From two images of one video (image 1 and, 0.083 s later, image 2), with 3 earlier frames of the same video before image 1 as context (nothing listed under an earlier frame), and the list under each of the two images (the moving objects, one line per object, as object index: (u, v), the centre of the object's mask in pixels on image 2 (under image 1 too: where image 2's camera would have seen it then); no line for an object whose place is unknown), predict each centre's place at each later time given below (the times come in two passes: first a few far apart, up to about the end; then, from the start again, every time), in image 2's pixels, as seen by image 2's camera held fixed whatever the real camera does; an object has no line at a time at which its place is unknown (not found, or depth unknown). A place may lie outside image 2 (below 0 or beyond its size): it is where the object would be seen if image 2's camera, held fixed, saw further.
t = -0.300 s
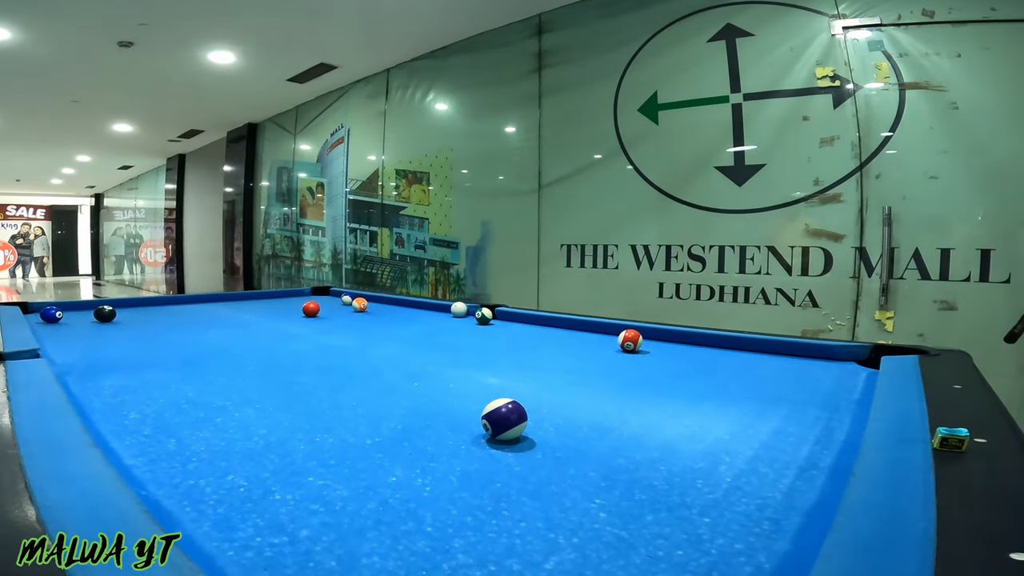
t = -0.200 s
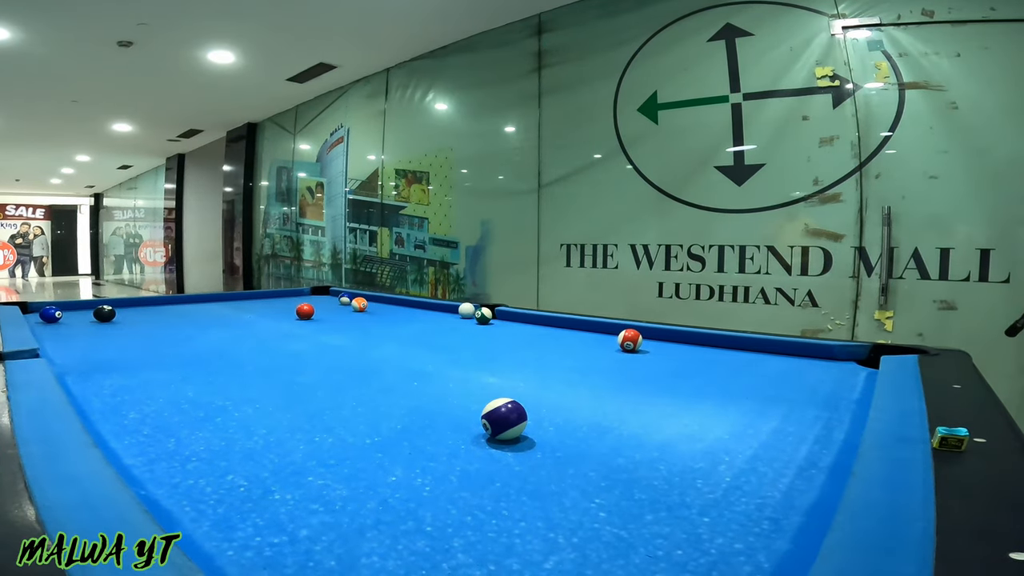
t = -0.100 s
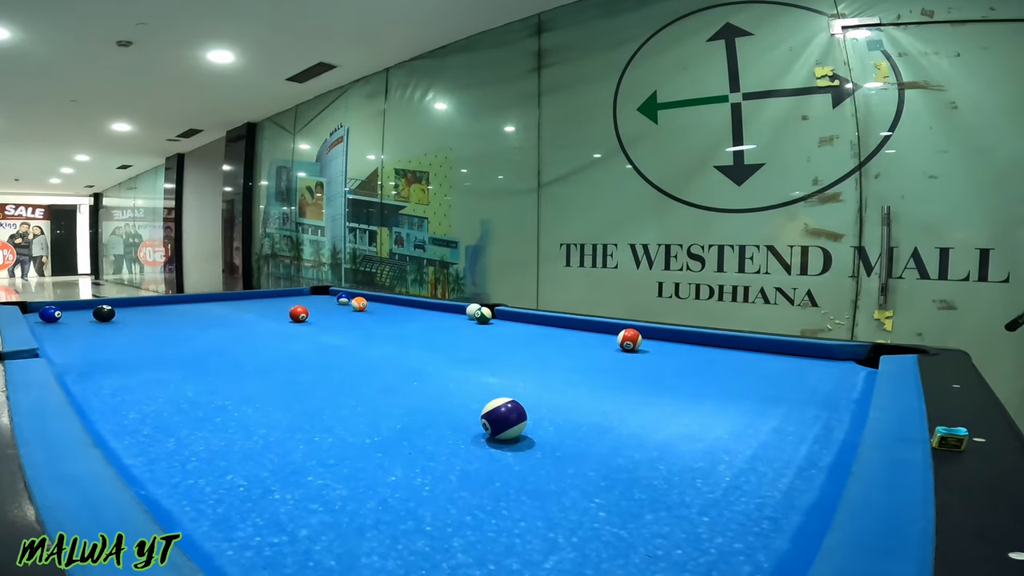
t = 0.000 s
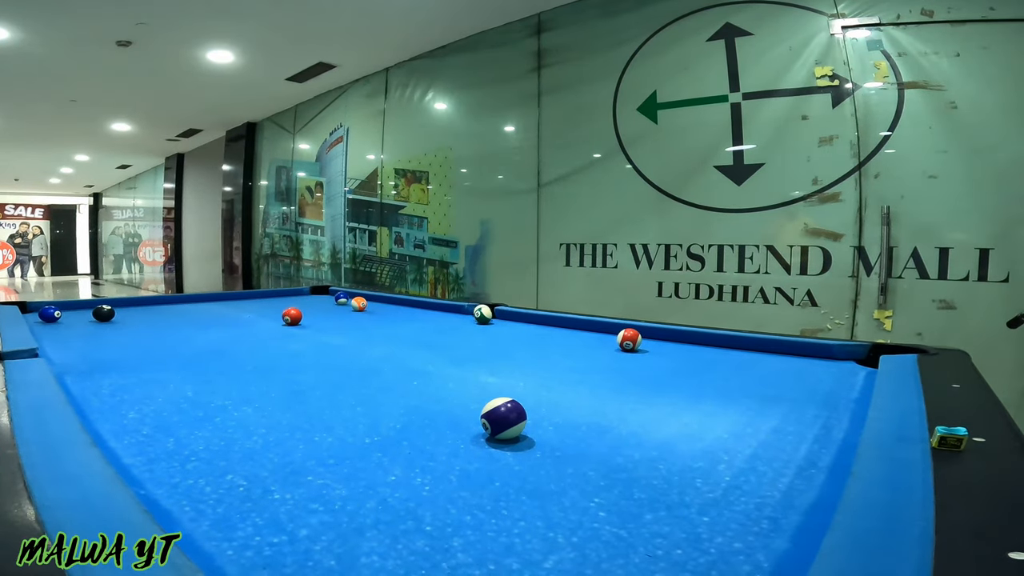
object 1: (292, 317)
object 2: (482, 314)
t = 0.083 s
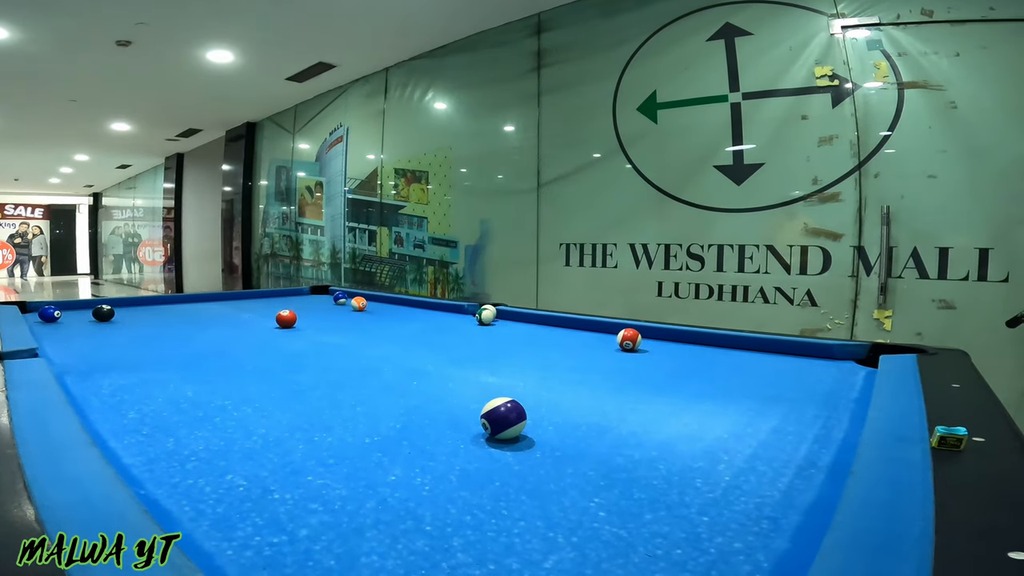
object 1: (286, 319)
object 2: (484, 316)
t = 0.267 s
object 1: (272, 325)
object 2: (487, 318)
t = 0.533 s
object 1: (248, 335)
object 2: (493, 322)
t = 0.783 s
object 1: (220, 347)
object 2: (497, 324)
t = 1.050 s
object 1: (183, 363)
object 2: (502, 327)
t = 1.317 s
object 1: (134, 382)
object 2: (507, 330)
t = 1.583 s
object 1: (100, 401)
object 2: (510, 332)
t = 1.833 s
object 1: (133, 406)
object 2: (513, 333)
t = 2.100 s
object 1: (168, 412)
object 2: (515, 334)
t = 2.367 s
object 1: (201, 416)
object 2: (515, 335)
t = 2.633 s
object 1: (230, 420)
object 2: (514, 335)
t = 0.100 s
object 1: (284, 320)
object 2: (485, 317)
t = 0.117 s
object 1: (284, 320)
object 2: (485, 317)
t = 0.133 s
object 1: (282, 321)
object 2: (485, 317)
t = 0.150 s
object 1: (281, 321)
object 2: (485, 317)
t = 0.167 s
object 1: (280, 322)
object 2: (486, 317)
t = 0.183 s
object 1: (278, 322)
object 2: (486, 317)
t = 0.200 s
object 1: (277, 323)
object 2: (486, 318)
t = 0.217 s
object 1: (276, 324)
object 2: (486, 318)
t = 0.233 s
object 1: (275, 324)
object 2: (487, 318)
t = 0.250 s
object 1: (273, 325)
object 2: (487, 318)
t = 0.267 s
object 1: (272, 325)
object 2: (487, 318)
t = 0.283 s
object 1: (271, 326)
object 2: (488, 319)
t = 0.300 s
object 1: (269, 326)
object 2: (488, 319)
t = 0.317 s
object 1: (268, 327)
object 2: (488, 319)
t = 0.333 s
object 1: (266, 328)
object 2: (489, 319)
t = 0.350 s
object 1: (265, 328)
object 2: (489, 319)
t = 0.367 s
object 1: (264, 329)
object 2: (489, 320)
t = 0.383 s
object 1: (262, 329)
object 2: (490, 320)
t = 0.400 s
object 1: (261, 330)
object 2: (490, 320)
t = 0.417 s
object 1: (259, 331)
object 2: (490, 320)
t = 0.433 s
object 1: (258, 331)
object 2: (490, 320)
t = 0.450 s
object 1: (256, 332)
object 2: (491, 321)
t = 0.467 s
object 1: (255, 332)
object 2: (491, 321)
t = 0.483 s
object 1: (253, 333)
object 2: (492, 321)
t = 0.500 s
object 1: (252, 334)
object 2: (492, 321)
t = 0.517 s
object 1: (250, 335)
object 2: (492, 321)
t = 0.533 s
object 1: (248, 335)
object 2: (493, 322)
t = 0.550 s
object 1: (247, 336)
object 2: (493, 322)
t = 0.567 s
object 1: (245, 337)
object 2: (493, 322)
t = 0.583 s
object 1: (243, 337)
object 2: (494, 322)
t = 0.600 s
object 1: (242, 338)
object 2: (494, 322)
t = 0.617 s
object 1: (240, 339)
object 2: (494, 323)
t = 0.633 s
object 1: (238, 340)
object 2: (495, 323)
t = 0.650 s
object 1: (236, 341)
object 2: (495, 323)
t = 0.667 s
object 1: (234, 341)
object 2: (495, 323)
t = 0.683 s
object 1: (232, 342)
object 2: (496, 323)
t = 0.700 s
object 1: (230, 343)
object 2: (496, 323)
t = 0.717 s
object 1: (228, 344)
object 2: (496, 323)
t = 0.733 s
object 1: (226, 345)
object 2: (497, 324)
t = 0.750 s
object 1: (225, 345)
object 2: (497, 324)
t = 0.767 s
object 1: (222, 346)
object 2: (497, 324)
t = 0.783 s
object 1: (220, 347)
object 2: (497, 324)
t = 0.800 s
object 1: (218, 348)
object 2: (498, 325)
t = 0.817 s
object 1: (216, 349)
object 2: (498, 325)
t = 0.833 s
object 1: (214, 350)
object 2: (498, 325)
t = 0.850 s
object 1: (212, 350)
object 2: (499, 325)
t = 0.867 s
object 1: (210, 352)
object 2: (499, 325)
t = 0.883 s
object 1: (207, 353)
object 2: (499, 326)
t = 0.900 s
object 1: (205, 354)
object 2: (500, 326)
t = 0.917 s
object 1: (203, 355)
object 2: (500, 326)
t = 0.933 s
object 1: (200, 355)
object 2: (500, 326)
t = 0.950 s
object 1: (198, 357)
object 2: (501, 326)
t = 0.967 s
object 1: (195, 357)
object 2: (501, 326)
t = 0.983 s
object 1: (193, 358)
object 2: (501, 326)
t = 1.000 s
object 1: (191, 359)
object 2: (501, 327)
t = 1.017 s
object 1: (188, 361)
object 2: (502, 327)
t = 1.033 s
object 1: (185, 361)
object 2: (502, 327)
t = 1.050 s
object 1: (183, 363)
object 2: (502, 327)
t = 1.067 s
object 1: (180, 364)
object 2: (503, 327)
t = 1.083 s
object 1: (178, 365)
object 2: (503, 328)
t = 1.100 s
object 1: (175, 366)
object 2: (503, 328)
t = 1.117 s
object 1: (172, 367)
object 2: (504, 328)
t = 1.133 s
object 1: (169, 368)
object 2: (504, 328)
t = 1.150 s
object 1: (166, 369)
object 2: (504, 328)
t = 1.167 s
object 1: (163, 370)
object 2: (504, 328)
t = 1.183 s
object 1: (160, 372)
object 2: (504, 329)
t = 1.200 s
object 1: (157, 373)
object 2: (505, 329)
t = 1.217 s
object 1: (154, 374)
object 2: (505, 329)
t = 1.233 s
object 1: (151, 376)
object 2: (505, 329)
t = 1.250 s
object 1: (148, 377)
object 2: (506, 329)
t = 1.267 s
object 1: (144, 378)
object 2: (506, 329)
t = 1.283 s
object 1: (141, 379)
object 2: (506, 329)
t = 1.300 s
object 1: (138, 381)
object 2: (507, 329)
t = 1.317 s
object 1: (134, 382)
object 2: (507, 330)
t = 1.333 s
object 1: (131, 383)
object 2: (507, 330)
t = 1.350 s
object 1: (127, 384)
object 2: (507, 330)
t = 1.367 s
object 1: (124, 386)
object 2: (508, 330)
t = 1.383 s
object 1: (120, 387)
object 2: (508, 331)
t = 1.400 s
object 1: (116, 389)
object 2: (508, 331)
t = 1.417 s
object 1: (112, 390)
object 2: (508, 331)
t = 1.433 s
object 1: (109, 392)
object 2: (509, 331)
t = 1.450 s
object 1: (105, 394)
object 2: (509, 331)
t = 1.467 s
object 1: (101, 395)
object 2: (509, 331)
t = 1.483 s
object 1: (97, 396)
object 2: (509, 331)
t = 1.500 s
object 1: (93, 398)
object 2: (510, 331)
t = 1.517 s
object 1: (92, 399)
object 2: (510, 331)
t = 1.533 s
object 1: (94, 399)
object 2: (510, 331)
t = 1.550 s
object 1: (96, 400)
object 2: (510, 331)
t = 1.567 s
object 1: (97, 400)
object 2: (510, 332)
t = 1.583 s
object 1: (100, 401)
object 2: (510, 332)
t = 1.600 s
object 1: (102, 401)
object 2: (511, 332)
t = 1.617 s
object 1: (104, 402)
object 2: (511, 332)
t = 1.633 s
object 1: (106, 402)
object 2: (511, 332)
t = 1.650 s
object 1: (108, 402)
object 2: (511, 332)
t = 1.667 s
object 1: (111, 402)
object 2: (511, 332)
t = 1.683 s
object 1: (113, 403)
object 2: (511, 332)
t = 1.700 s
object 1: (115, 403)
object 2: (512, 332)
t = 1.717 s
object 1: (117, 403)
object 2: (512, 332)
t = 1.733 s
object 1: (120, 404)
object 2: (512, 333)
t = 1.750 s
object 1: (122, 404)
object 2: (512, 333)
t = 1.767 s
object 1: (124, 405)
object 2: (512, 333)
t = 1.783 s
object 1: (127, 405)
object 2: (513, 333)
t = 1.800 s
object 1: (129, 405)
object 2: (513, 333)
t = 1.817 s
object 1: (131, 406)
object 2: (513, 333)
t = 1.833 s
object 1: (133, 406)
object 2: (513, 333)
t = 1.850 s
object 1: (135, 407)
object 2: (513, 333)
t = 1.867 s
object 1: (138, 407)
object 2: (513, 334)
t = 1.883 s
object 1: (140, 407)
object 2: (513, 334)
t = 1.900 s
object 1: (142, 408)
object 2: (514, 334)
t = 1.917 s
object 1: (144, 408)
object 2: (514, 334)
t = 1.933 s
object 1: (146, 408)
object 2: (514, 334)
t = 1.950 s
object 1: (149, 408)
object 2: (514, 334)
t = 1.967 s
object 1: (151, 409)
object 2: (514, 334)
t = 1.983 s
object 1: (153, 409)
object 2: (514, 334)
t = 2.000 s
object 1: (155, 410)
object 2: (514, 334)
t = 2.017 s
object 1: (157, 410)
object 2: (515, 334)
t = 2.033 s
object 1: (159, 410)
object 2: (515, 334)
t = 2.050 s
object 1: (162, 411)
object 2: (515, 334)
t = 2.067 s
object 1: (164, 411)
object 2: (515, 334)
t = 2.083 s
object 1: (166, 411)
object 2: (515, 334)
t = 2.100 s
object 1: (168, 412)
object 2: (515, 334)
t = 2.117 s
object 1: (170, 412)
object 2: (515, 334)
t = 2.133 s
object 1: (172, 412)
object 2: (515, 335)
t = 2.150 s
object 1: (174, 412)
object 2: (515, 335)
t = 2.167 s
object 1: (176, 413)
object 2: (515, 335)
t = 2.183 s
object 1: (178, 413)
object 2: (515, 335)
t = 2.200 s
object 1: (180, 413)
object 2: (515, 335)
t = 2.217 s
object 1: (183, 414)
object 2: (515, 335)
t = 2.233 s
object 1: (184, 414)
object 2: (515, 335)
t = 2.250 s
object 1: (186, 414)
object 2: (515, 335)
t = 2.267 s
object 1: (189, 415)
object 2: (515, 335)
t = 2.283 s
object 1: (190, 415)
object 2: (515, 335)
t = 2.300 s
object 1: (193, 415)
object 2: (515, 335)
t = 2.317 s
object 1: (195, 415)
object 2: (515, 335)
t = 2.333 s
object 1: (197, 416)
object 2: (515, 335)
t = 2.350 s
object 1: (198, 416)
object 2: (515, 335)
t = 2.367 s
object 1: (201, 416)
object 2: (515, 335)
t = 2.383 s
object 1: (202, 416)
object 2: (515, 335)
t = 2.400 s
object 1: (204, 417)
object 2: (515, 335)
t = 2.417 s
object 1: (206, 417)
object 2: (515, 335)
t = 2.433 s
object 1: (208, 417)
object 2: (515, 335)
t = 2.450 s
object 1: (210, 417)
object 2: (515, 335)
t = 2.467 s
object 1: (212, 418)
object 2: (515, 335)
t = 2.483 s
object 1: (214, 418)
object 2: (515, 335)
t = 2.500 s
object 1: (215, 418)
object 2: (515, 335)
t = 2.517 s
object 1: (217, 418)
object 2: (514, 335)
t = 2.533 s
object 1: (219, 418)
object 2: (514, 335)
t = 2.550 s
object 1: (221, 419)
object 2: (514, 335)
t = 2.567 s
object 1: (223, 419)
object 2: (514, 335)
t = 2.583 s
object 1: (225, 419)
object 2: (514, 335)
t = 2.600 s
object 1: (227, 420)
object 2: (514, 335)
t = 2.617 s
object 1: (228, 420)
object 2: (514, 335)
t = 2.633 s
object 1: (230, 420)
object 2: (514, 335)
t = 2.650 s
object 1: (232, 420)
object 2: (514, 335)
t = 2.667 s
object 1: (234, 420)
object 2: (514, 335)
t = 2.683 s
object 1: (235, 420)
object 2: (514, 335)
